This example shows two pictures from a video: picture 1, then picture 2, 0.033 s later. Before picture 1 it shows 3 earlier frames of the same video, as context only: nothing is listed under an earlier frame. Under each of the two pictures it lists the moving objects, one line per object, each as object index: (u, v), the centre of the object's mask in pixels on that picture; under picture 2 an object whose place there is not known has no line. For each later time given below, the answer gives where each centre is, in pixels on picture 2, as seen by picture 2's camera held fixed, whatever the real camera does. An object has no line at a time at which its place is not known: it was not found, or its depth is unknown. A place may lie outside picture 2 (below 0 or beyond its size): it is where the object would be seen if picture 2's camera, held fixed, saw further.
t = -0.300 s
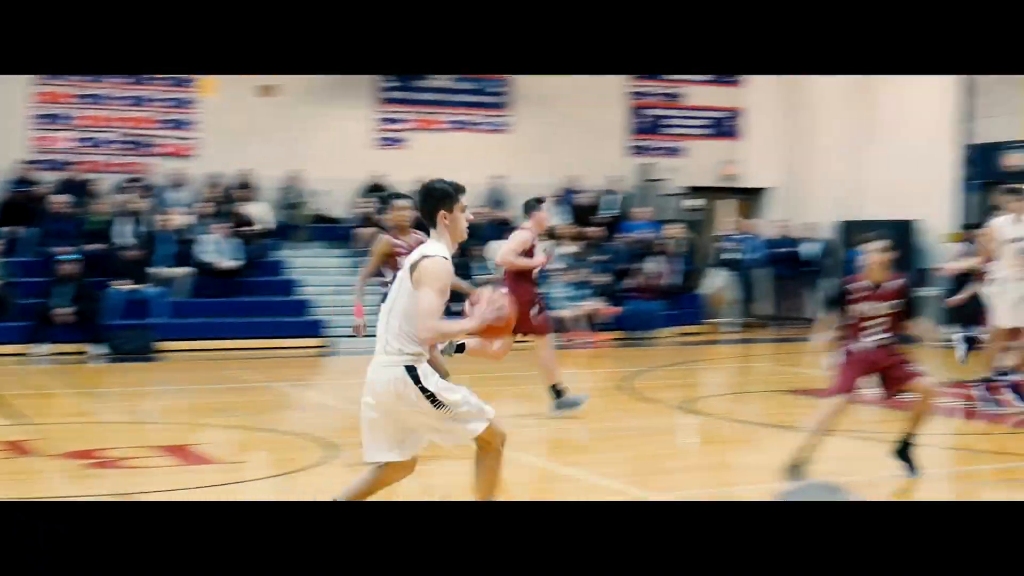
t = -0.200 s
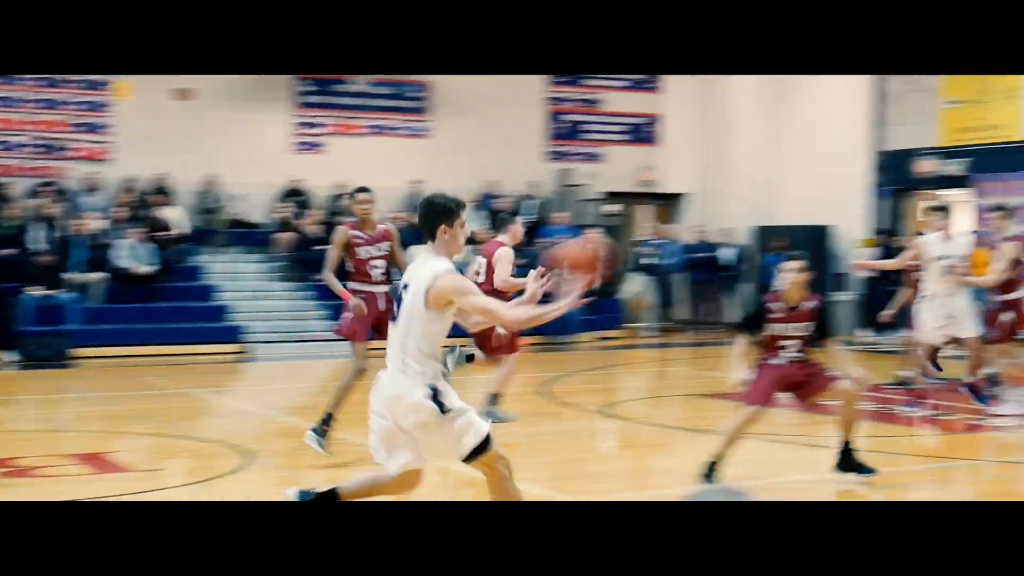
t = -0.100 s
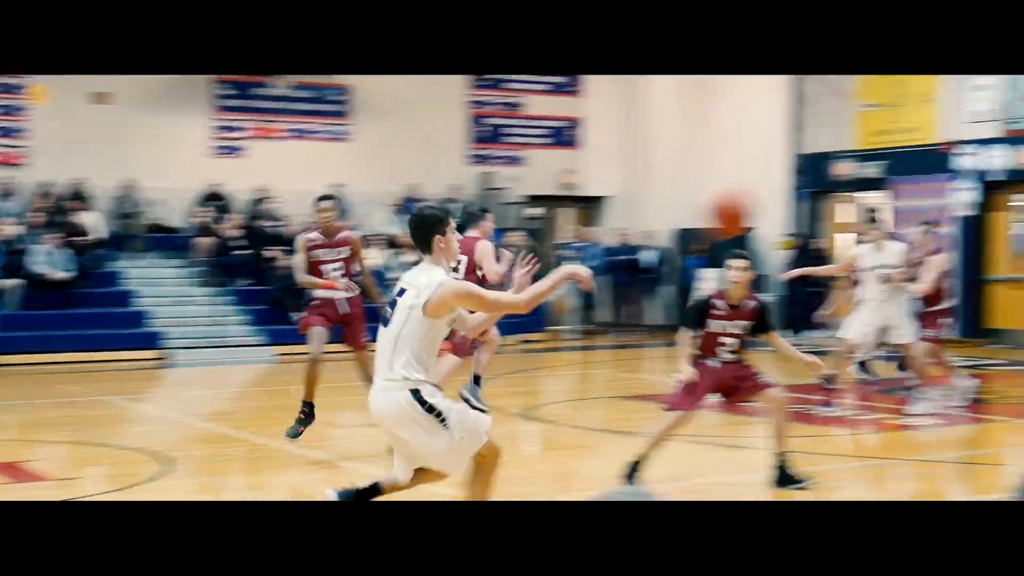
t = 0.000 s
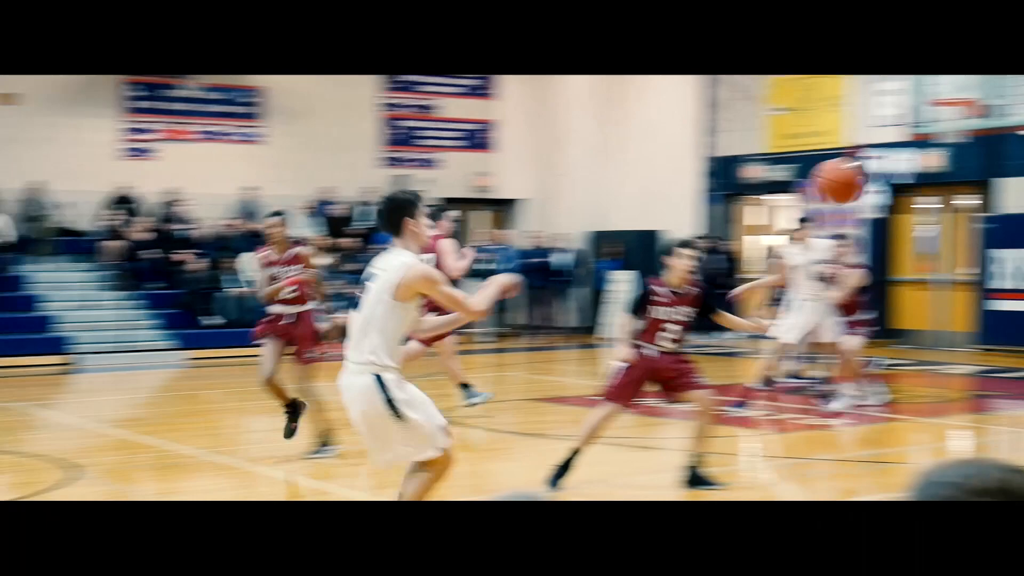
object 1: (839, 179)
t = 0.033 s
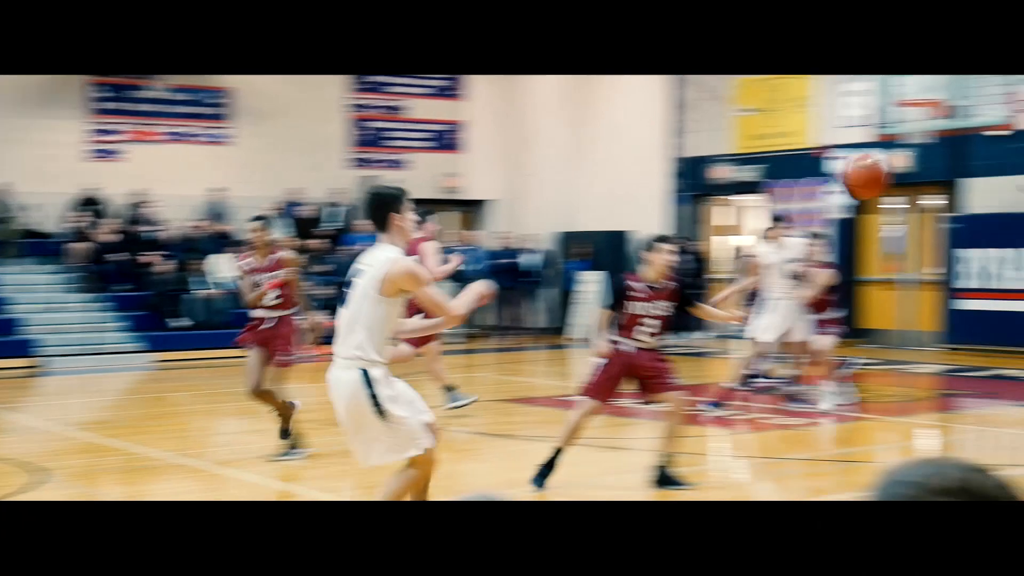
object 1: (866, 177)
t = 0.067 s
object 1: (927, 171)
